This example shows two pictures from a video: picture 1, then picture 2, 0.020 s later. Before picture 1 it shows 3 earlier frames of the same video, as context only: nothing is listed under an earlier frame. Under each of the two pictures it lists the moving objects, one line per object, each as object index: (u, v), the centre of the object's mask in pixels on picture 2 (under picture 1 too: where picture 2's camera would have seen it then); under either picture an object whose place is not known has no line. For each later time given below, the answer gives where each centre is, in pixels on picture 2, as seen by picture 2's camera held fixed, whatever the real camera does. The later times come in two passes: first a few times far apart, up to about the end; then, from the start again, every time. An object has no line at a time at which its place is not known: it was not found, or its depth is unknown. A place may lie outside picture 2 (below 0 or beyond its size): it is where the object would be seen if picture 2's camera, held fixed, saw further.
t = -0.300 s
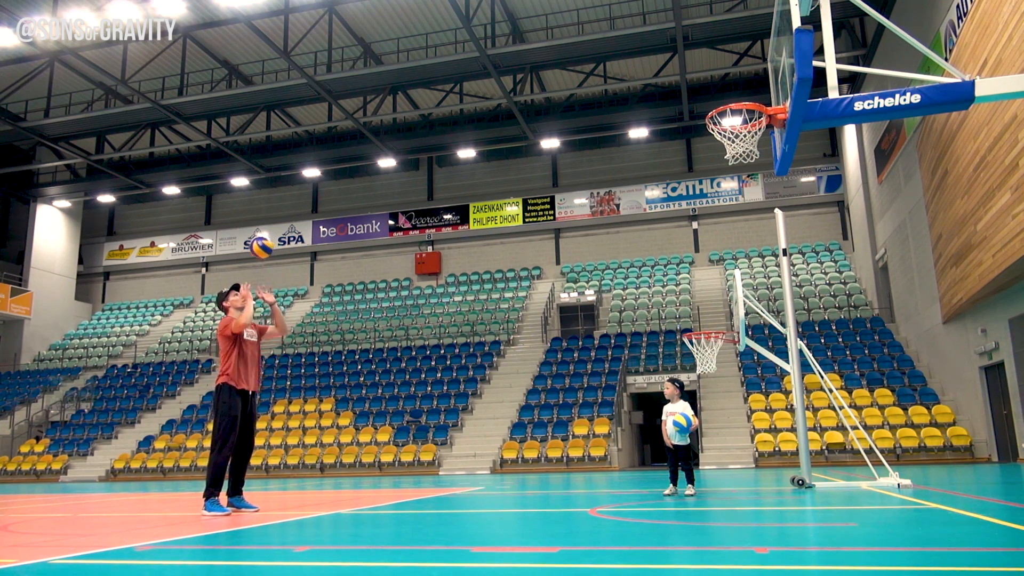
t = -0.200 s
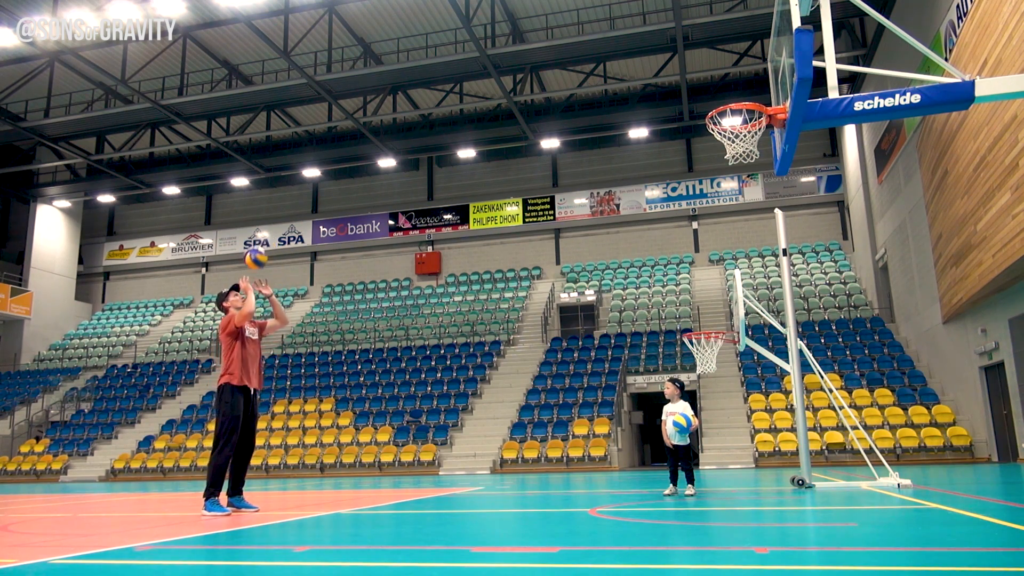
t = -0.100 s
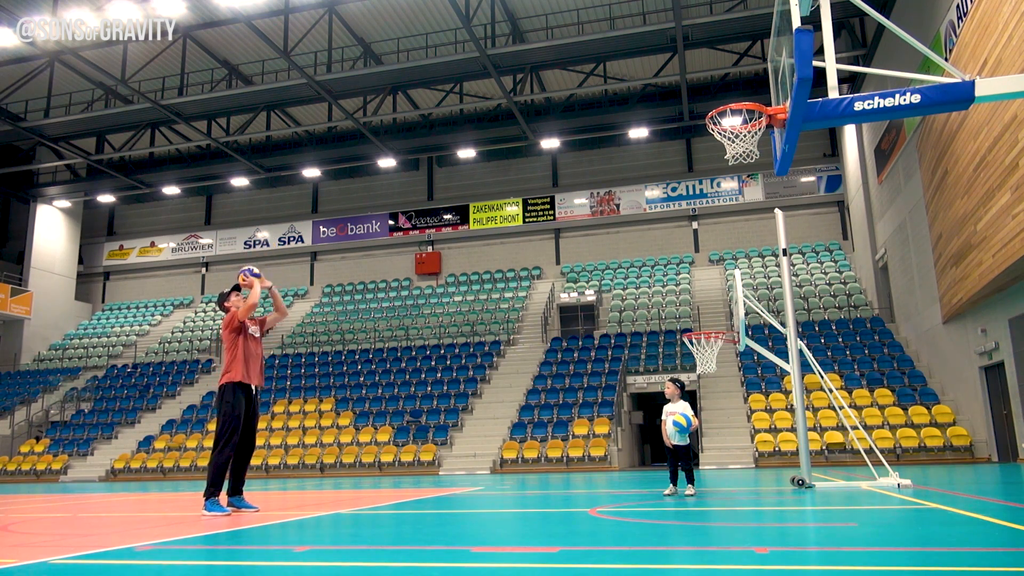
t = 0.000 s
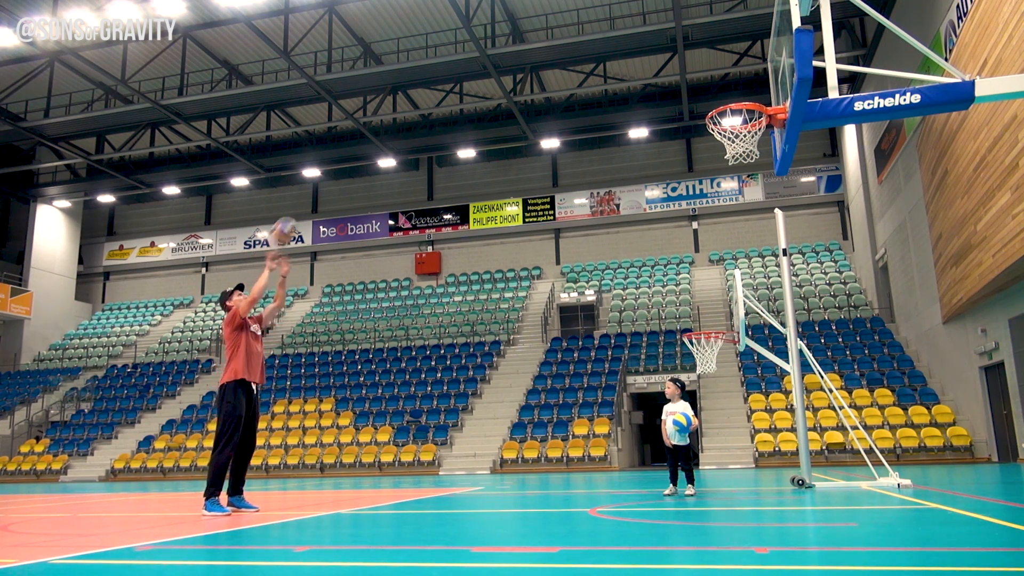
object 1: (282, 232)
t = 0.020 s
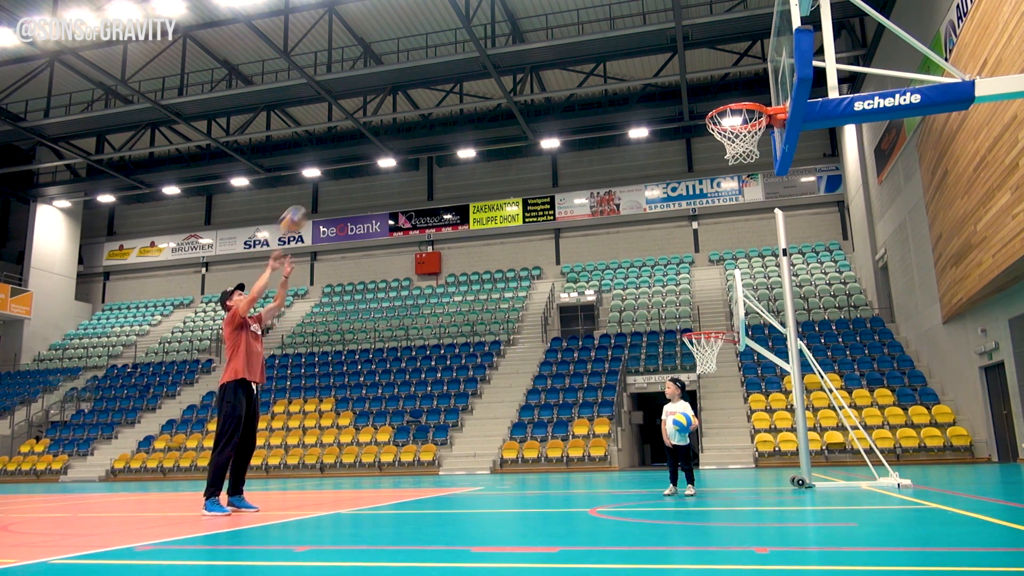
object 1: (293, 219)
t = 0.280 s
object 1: (419, 111)
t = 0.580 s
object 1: (566, 68)
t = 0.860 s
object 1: (712, 108)
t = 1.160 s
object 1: (735, 168)
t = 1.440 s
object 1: (708, 298)
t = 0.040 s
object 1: (302, 209)
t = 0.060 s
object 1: (312, 199)
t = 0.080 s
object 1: (322, 189)
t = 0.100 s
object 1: (332, 179)
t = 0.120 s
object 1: (342, 169)
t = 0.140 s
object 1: (352, 161)
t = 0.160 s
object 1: (361, 152)
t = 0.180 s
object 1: (371, 144)
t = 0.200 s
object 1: (381, 137)
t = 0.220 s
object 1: (391, 130)
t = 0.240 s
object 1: (400, 123)
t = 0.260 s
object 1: (410, 117)
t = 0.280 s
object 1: (419, 111)
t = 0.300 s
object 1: (429, 105)
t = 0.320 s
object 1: (439, 100)
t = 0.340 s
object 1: (449, 95)
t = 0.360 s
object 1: (459, 90)
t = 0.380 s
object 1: (468, 87)
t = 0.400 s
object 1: (478, 83)
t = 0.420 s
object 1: (488, 80)
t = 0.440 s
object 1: (497, 77)
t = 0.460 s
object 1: (507, 75)
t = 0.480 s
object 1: (516, 73)
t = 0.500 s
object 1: (526, 72)
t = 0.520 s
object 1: (535, 70)
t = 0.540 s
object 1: (545, 69)
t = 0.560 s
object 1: (556, 68)
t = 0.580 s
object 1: (566, 68)
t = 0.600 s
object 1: (576, 69)
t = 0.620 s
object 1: (586, 69)
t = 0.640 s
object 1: (597, 70)
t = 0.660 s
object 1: (607, 72)
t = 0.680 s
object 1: (617, 73)
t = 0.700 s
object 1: (628, 77)
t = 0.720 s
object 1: (639, 80)
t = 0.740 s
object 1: (649, 83)
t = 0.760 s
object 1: (661, 87)
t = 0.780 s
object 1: (671, 91)
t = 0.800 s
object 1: (682, 95)
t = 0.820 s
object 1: (693, 100)
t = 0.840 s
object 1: (702, 104)
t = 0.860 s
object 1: (712, 108)
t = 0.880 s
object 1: (725, 114)
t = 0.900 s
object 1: (737, 118)
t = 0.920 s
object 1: (749, 122)
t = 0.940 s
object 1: (757, 129)
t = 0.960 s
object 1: (757, 131)
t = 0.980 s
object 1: (755, 138)
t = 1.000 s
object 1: (754, 139)
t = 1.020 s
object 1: (752, 141)
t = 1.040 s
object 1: (748, 145)
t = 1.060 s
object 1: (747, 150)
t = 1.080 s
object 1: (744, 153)
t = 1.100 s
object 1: (741, 155)
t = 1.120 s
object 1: (739, 160)
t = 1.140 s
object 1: (737, 164)
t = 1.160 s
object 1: (735, 168)
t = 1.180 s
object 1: (732, 175)
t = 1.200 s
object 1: (730, 180)
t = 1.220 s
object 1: (729, 187)
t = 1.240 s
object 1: (726, 193)
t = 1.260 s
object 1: (724, 202)
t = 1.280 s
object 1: (722, 210)
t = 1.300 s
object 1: (720, 220)
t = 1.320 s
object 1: (718, 229)
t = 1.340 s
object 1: (716, 240)
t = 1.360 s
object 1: (714, 250)
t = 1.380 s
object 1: (712, 260)
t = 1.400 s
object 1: (711, 273)
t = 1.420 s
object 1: (710, 285)
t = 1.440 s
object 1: (708, 298)
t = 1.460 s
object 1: (705, 314)
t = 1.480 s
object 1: (704, 327)
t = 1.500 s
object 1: (703, 342)
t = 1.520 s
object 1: (701, 360)
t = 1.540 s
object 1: (700, 375)
